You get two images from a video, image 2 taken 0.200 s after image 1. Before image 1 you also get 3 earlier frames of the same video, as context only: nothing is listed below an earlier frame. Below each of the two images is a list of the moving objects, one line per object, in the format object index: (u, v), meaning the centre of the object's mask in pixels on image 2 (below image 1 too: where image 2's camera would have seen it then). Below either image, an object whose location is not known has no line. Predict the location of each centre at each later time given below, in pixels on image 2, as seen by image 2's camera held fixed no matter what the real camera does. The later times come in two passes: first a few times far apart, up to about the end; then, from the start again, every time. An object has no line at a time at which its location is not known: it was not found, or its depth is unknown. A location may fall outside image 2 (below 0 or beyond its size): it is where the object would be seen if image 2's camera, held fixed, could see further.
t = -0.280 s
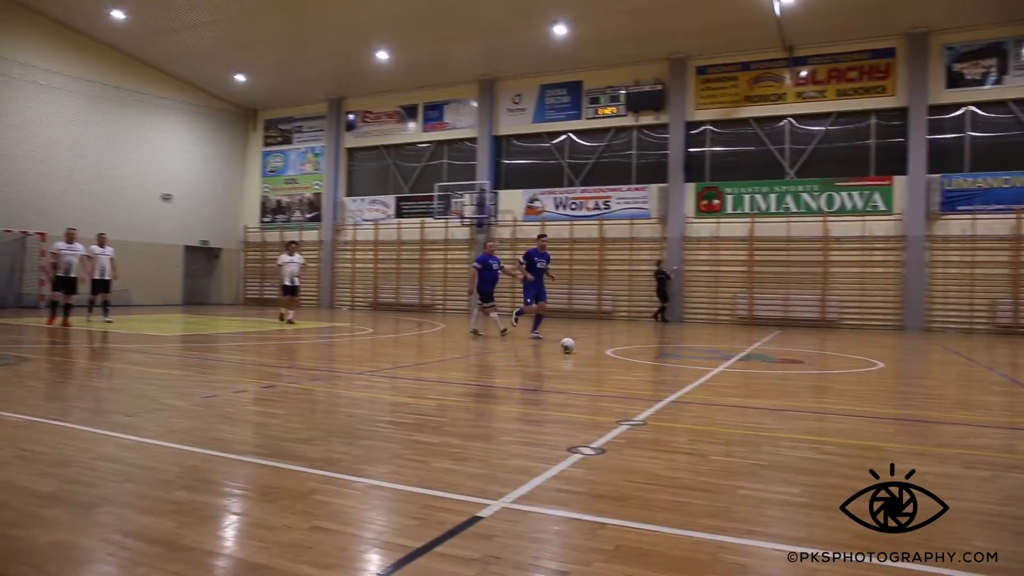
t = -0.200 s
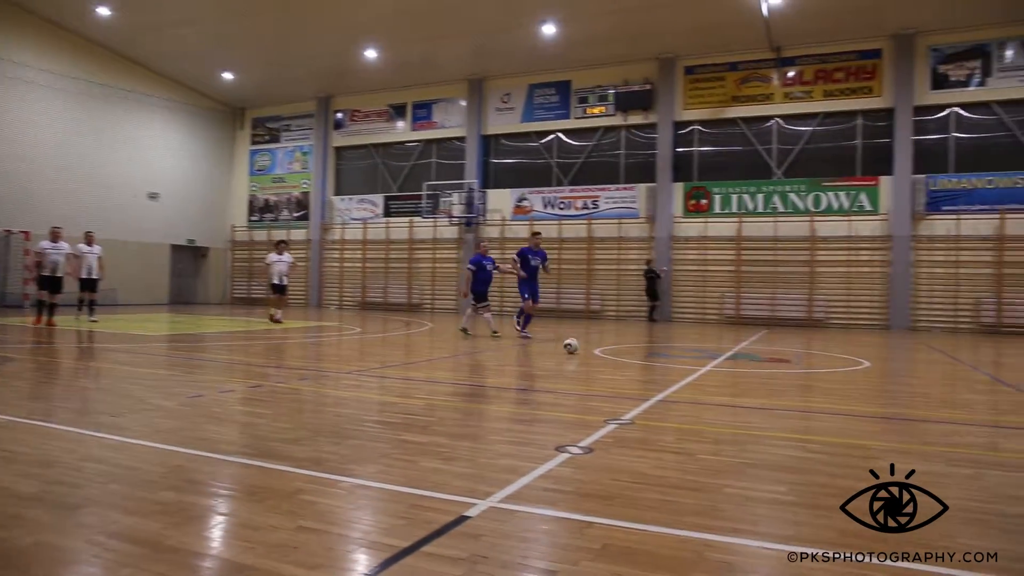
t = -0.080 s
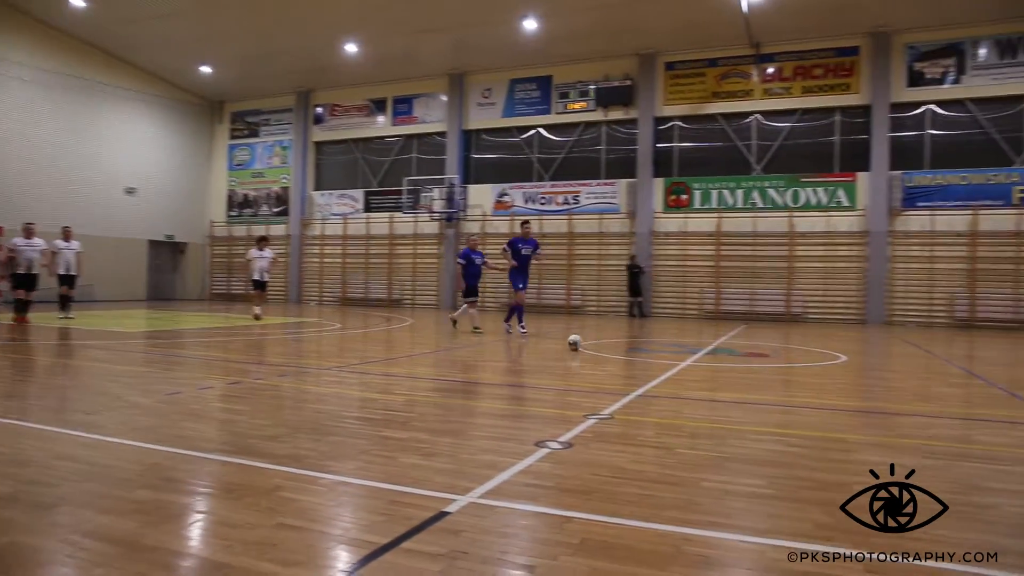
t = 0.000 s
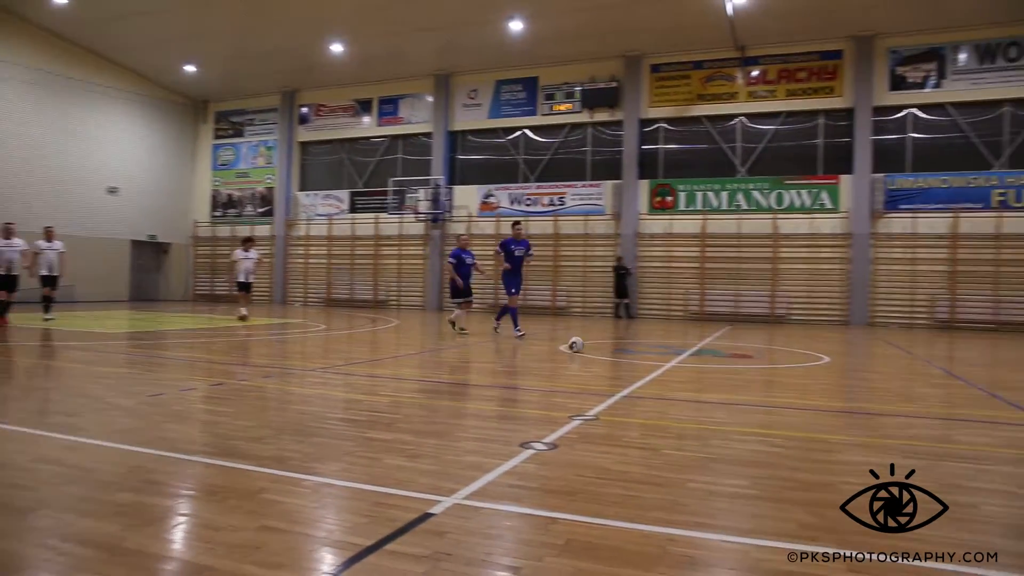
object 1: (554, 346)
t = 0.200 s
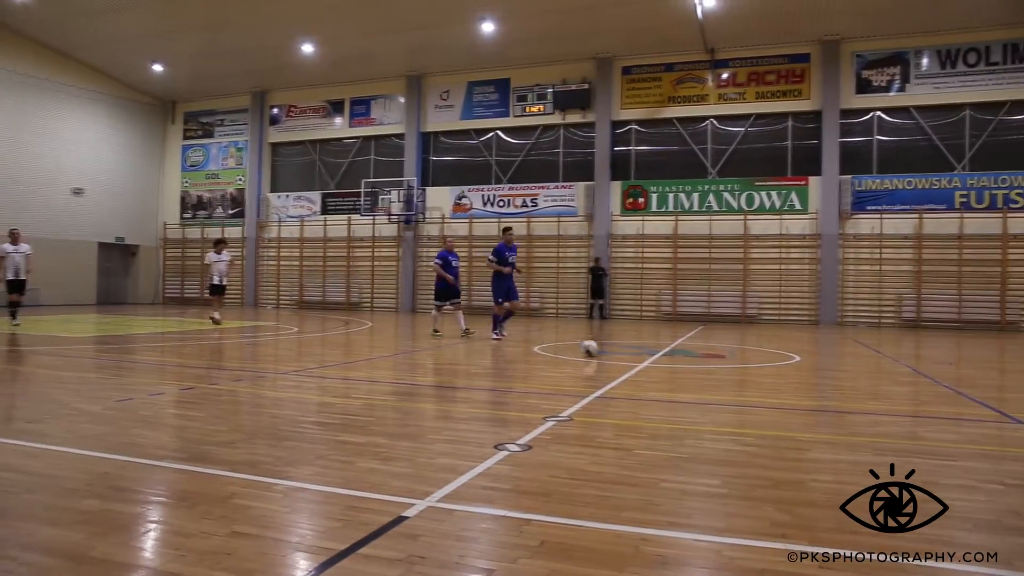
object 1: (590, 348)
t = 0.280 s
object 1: (606, 350)
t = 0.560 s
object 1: (665, 353)
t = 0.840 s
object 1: (727, 356)
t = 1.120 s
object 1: (792, 359)
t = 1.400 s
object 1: (859, 364)
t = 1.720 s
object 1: (939, 371)
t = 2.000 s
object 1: (1012, 372)
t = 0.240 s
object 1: (599, 349)
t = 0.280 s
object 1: (606, 350)
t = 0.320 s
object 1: (614, 350)
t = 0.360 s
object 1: (622, 350)
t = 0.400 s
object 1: (631, 351)
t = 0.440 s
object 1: (639, 352)
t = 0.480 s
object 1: (648, 352)
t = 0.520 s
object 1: (656, 353)
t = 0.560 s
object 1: (665, 353)
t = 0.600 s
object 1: (674, 354)
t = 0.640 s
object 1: (683, 354)
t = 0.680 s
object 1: (692, 355)
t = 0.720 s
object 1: (701, 355)
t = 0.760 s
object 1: (709, 355)
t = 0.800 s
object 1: (718, 356)
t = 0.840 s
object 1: (727, 356)
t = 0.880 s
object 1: (736, 357)
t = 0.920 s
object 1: (744, 357)
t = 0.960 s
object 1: (753, 358)
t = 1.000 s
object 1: (762, 359)
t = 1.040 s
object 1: (772, 359)
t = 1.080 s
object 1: (782, 359)
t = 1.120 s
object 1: (792, 359)
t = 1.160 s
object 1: (800, 360)
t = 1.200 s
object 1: (810, 361)
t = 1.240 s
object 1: (820, 362)
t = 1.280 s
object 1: (830, 362)
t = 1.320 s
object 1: (840, 363)
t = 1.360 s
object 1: (850, 363)
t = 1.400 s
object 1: (859, 364)
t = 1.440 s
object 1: (868, 364)
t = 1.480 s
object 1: (878, 365)
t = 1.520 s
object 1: (887, 367)
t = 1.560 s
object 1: (898, 367)
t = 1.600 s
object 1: (909, 368)
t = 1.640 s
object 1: (919, 369)
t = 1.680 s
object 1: (928, 370)
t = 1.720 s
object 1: (939, 371)
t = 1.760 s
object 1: (950, 371)
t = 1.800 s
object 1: (960, 371)
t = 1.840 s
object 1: (971, 371)
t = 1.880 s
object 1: (982, 371)
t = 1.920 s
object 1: (992, 372)
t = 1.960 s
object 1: (1002, 372)
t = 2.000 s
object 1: (1012, 372)
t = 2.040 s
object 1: (1022, 373)
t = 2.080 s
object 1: (1033, 373)
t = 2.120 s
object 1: (1044, 375)
